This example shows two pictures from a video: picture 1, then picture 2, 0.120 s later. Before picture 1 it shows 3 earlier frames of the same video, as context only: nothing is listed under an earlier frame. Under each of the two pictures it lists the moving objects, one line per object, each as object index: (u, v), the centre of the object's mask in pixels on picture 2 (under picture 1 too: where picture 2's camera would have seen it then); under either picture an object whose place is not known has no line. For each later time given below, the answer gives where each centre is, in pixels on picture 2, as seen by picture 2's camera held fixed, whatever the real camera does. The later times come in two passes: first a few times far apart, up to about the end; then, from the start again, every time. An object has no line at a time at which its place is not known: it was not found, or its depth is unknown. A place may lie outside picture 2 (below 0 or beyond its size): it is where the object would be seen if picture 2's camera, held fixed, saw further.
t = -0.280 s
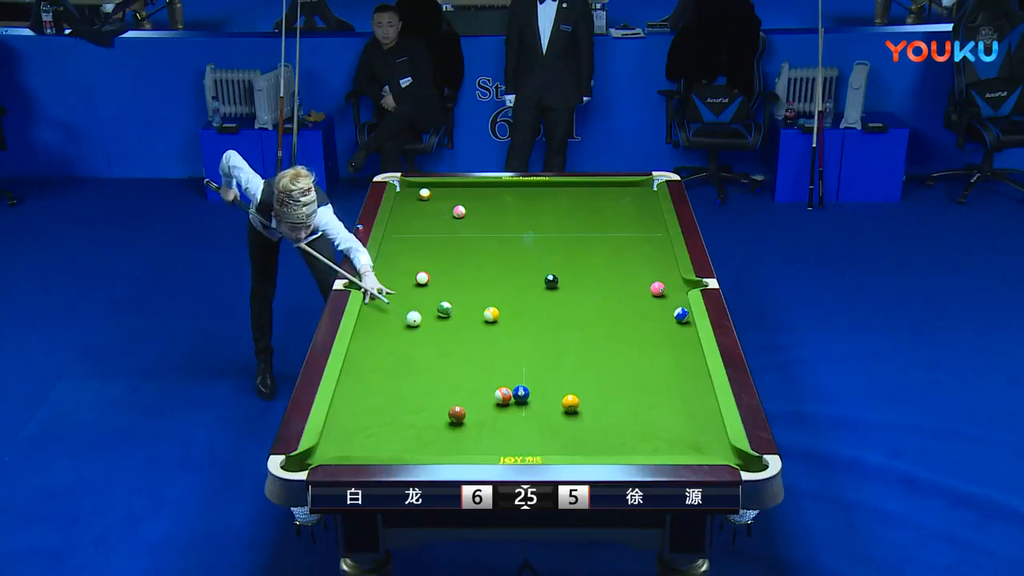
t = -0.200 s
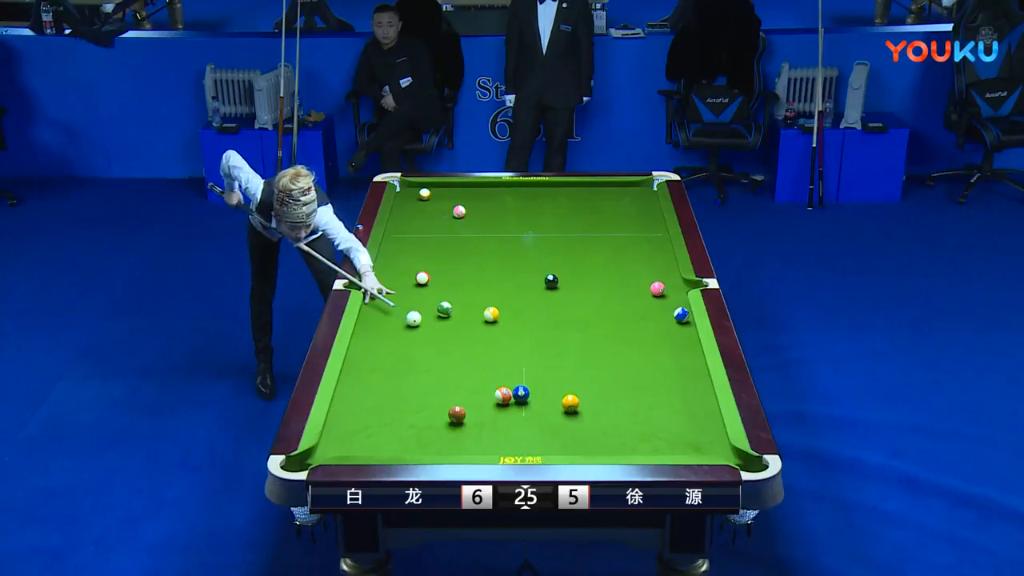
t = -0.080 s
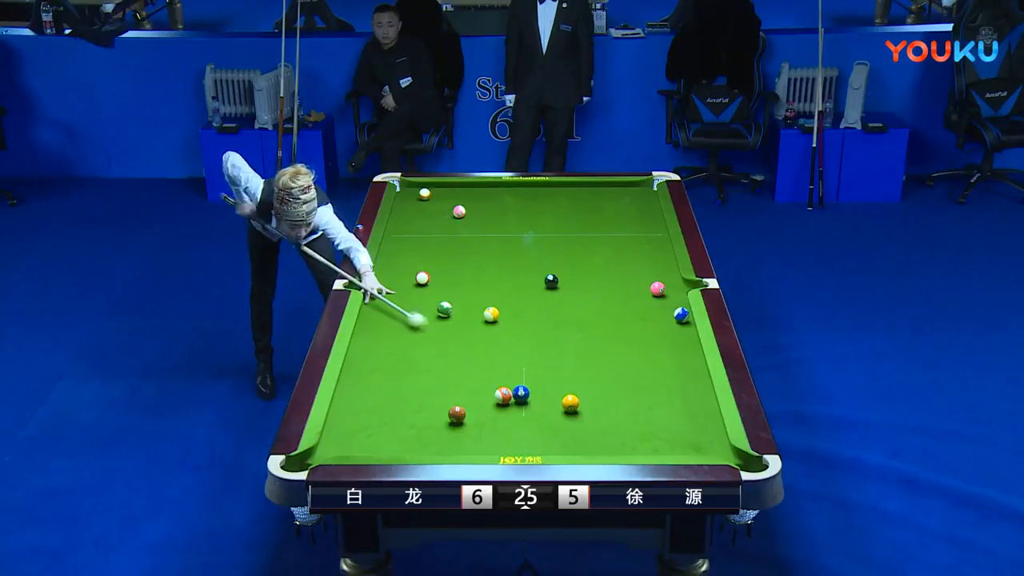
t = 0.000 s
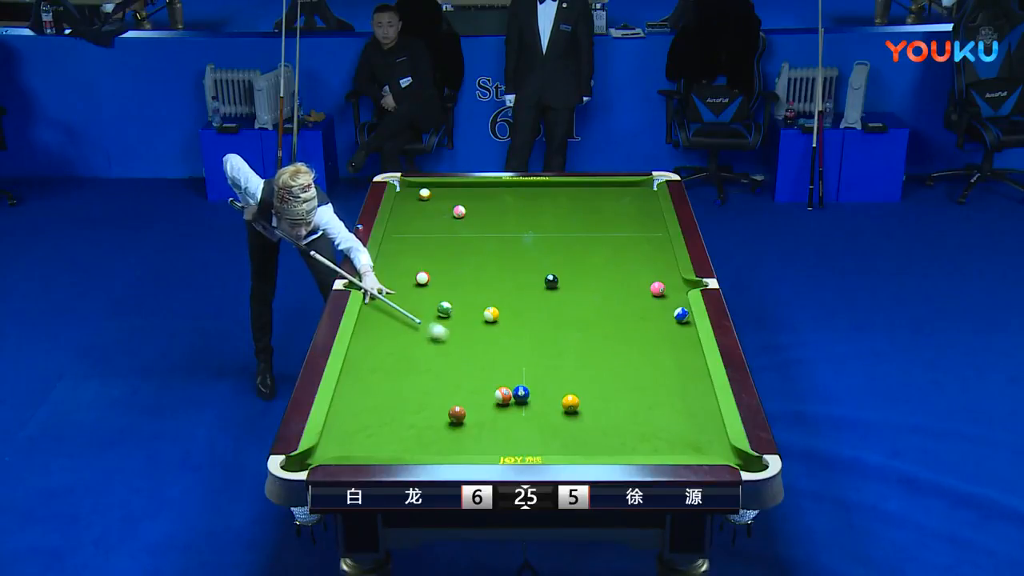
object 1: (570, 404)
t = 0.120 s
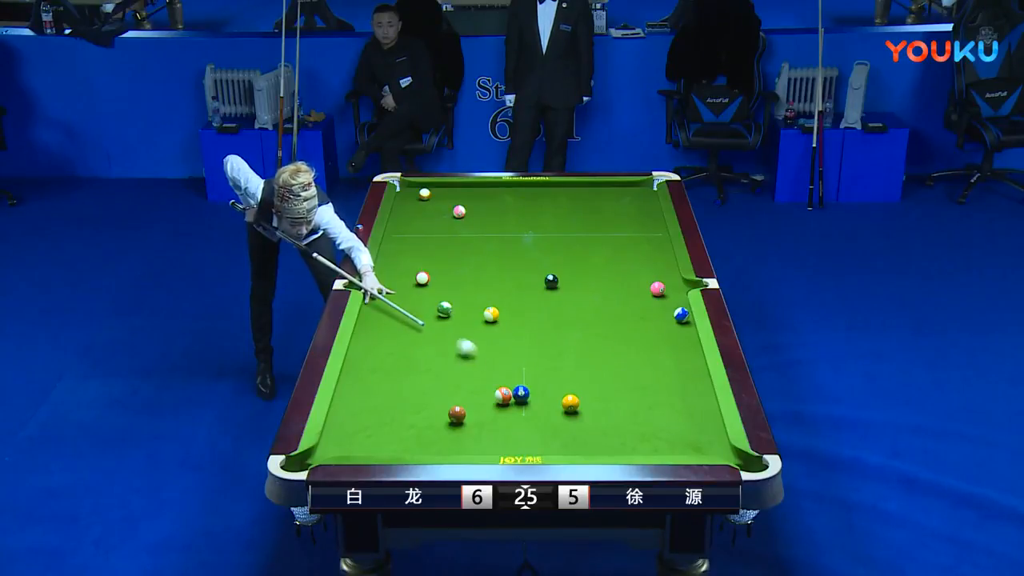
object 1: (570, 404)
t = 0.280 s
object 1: (570, 404)
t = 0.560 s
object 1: (584, 409)
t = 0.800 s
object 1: (637, 430)
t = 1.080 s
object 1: (692, 447)
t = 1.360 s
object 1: (738, 462)
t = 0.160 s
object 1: (570, 404)
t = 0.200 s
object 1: (570, 404)
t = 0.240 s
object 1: (570, 404)
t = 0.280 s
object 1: (570, 404)
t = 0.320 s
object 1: (570, 404)
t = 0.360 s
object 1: (570, 404)
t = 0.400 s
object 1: (570, 404)
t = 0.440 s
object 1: (570, 404)
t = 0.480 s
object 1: (571, 404)
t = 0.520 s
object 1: (573, 405)
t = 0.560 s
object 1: (584, 409)
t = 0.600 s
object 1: (594, 413)
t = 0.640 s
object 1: (604, 417)
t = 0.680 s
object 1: (613, 420)
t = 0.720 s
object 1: (621, 423)
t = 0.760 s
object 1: (629, 426)
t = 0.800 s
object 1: (637, 430)
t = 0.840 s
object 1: (645, 433)
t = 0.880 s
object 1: (653, 435)
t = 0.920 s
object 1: (661, 438)
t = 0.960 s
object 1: (669, 441)
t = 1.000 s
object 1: (677, 444)
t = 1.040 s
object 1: (685, 445)
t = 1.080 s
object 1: (692, 447)
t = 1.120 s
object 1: (700, 449)
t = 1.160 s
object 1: (708, 450)
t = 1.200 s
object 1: (716, 452)
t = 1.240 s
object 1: (724, 453)
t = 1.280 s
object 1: (732, 455)
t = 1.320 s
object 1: (736, 458)
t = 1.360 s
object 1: (738, 462)
